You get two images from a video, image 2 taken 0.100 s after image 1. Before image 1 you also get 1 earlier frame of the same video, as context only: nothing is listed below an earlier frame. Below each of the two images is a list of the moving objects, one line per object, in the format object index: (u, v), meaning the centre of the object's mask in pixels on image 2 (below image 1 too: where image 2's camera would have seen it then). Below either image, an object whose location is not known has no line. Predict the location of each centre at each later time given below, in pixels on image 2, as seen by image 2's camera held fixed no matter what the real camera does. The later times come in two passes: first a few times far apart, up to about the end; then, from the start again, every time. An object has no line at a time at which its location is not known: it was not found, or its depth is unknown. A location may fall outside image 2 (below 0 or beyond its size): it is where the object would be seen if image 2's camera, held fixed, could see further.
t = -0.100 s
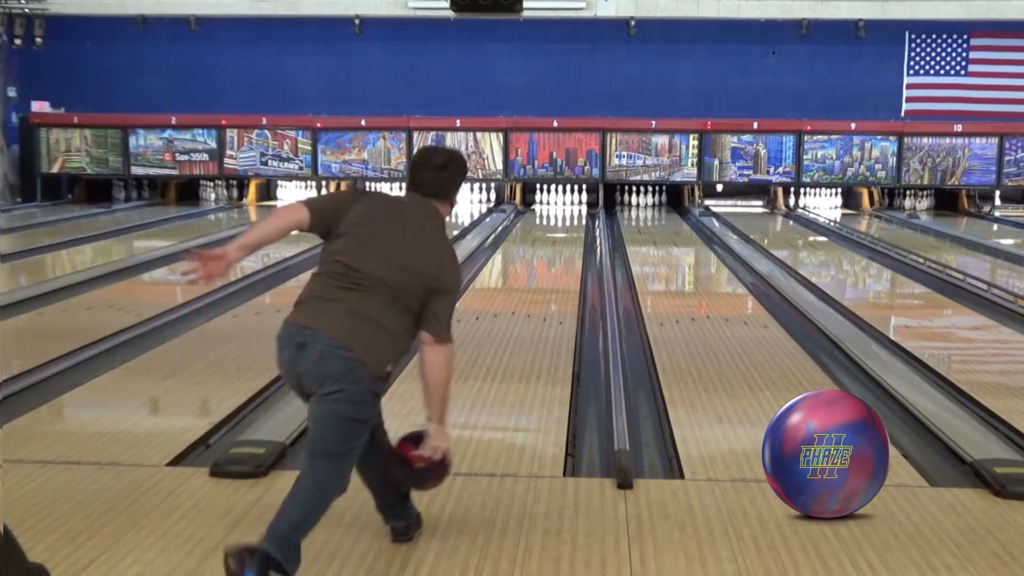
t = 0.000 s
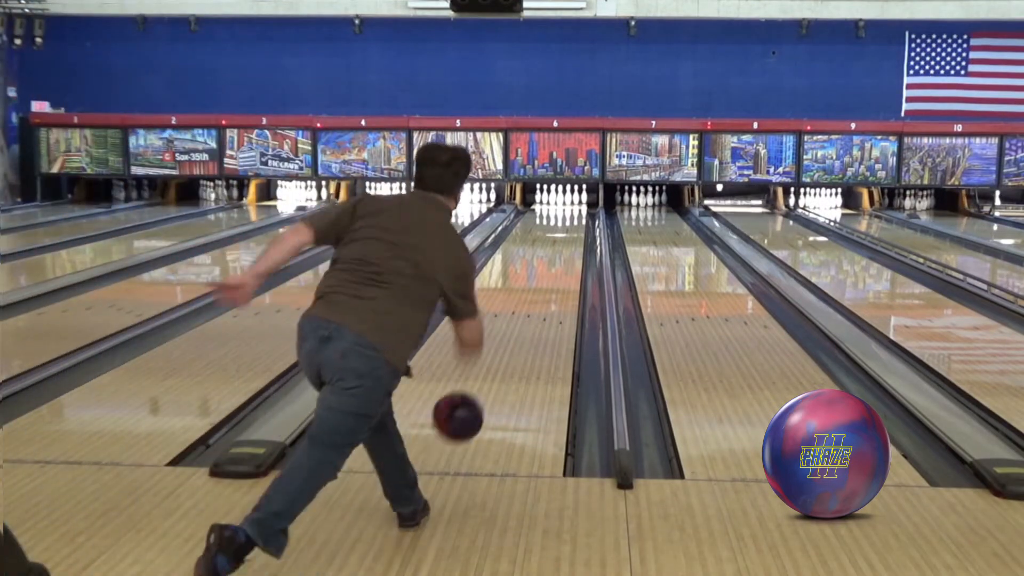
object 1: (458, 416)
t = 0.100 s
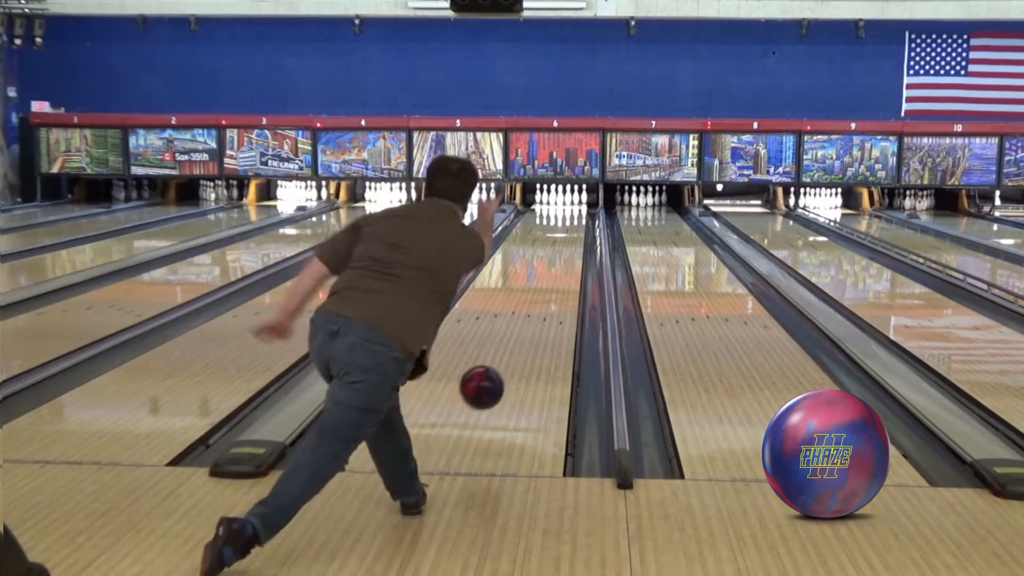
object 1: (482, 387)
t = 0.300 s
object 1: (514, 362)
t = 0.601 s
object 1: (543, 307)
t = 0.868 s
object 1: (559, 276)
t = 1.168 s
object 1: (570, 252)
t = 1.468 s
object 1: (576, 234)
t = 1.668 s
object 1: (578, 225)
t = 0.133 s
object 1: (488, 383)
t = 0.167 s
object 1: (494, 381)
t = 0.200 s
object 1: (500, 382)
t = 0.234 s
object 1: (505, 379)
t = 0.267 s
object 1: (510, 369)
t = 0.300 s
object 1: (514, 362)
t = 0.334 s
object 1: (518, 354)
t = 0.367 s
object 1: (522, 347)
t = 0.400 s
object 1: (526, 340)
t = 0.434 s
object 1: (529, 333)
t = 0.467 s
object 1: (532, 327)
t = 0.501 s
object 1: (535, 322)
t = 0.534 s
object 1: (538, 317)
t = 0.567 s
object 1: (541, 312)
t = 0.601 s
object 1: (543, 307)
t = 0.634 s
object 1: (546, 303)
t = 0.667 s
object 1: (548, 298)
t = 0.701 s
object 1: (550, 294)
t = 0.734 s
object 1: (552, 290)
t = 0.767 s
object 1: (554, 287)
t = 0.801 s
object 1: (556, 283)
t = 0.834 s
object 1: (557, 279)
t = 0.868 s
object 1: (559, 276)
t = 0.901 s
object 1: (561, 273)
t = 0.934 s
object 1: (562, 270)
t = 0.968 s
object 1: (563, 267)
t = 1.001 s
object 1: (565, 264)
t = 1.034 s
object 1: (566, 261)
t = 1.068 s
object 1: (567, 258)
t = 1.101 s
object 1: (568, 256)
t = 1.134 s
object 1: (569, 254)
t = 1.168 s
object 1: (570, 252)
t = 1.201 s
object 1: (571, 249)
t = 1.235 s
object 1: (572, 247)
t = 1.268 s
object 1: (572, 245)
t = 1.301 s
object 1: (573, 243)
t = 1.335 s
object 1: (574, 241)
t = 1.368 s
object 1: (575, 239)
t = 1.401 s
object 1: (575, 238)
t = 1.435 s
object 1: (576, 236)
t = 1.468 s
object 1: (576, 234)
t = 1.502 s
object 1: (577, 233)
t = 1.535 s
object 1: (577, 231)
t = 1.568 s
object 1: (578, 230)
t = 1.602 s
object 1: (578, 228)
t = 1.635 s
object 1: (578, 227)
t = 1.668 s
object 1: (578, 225)
